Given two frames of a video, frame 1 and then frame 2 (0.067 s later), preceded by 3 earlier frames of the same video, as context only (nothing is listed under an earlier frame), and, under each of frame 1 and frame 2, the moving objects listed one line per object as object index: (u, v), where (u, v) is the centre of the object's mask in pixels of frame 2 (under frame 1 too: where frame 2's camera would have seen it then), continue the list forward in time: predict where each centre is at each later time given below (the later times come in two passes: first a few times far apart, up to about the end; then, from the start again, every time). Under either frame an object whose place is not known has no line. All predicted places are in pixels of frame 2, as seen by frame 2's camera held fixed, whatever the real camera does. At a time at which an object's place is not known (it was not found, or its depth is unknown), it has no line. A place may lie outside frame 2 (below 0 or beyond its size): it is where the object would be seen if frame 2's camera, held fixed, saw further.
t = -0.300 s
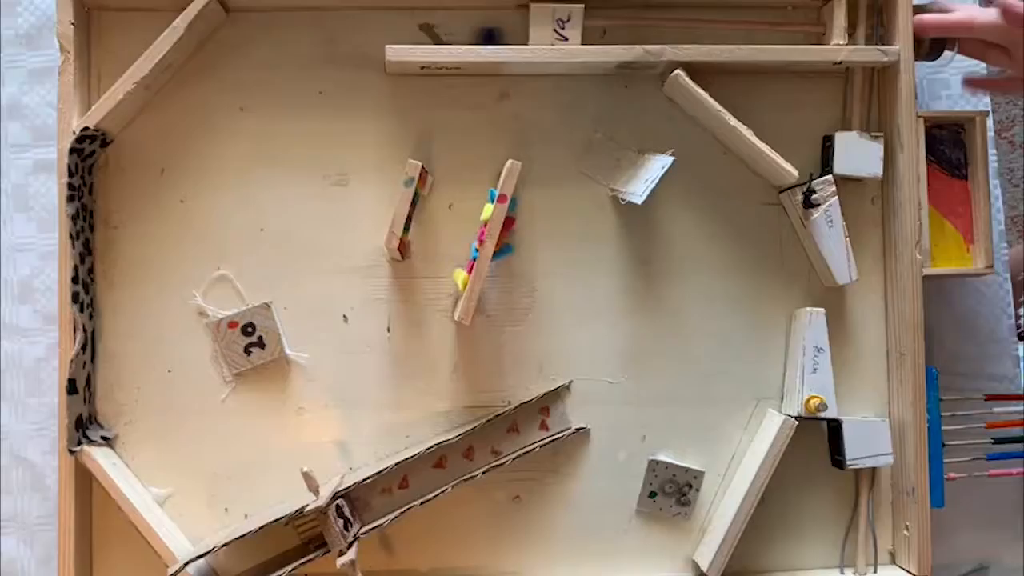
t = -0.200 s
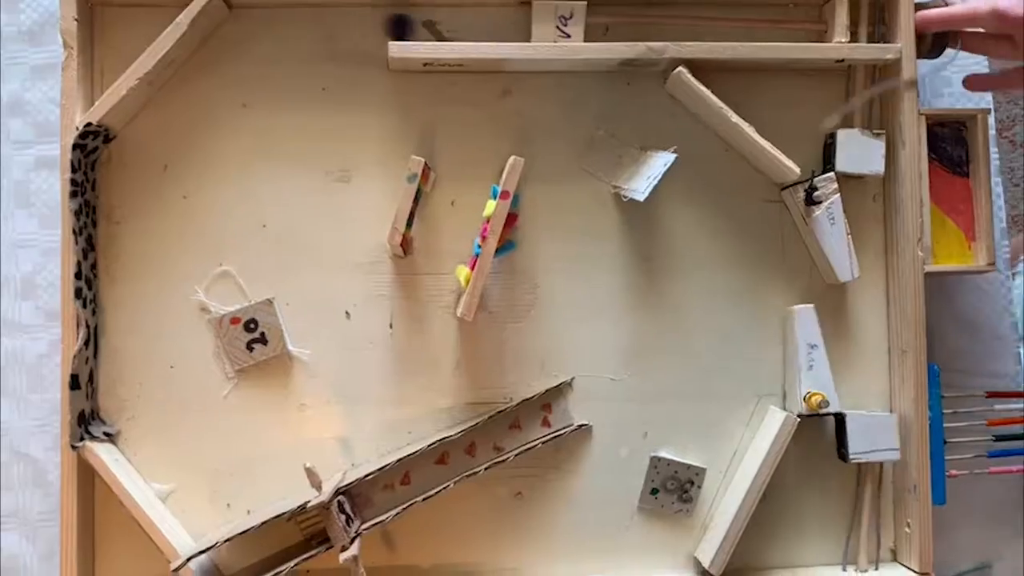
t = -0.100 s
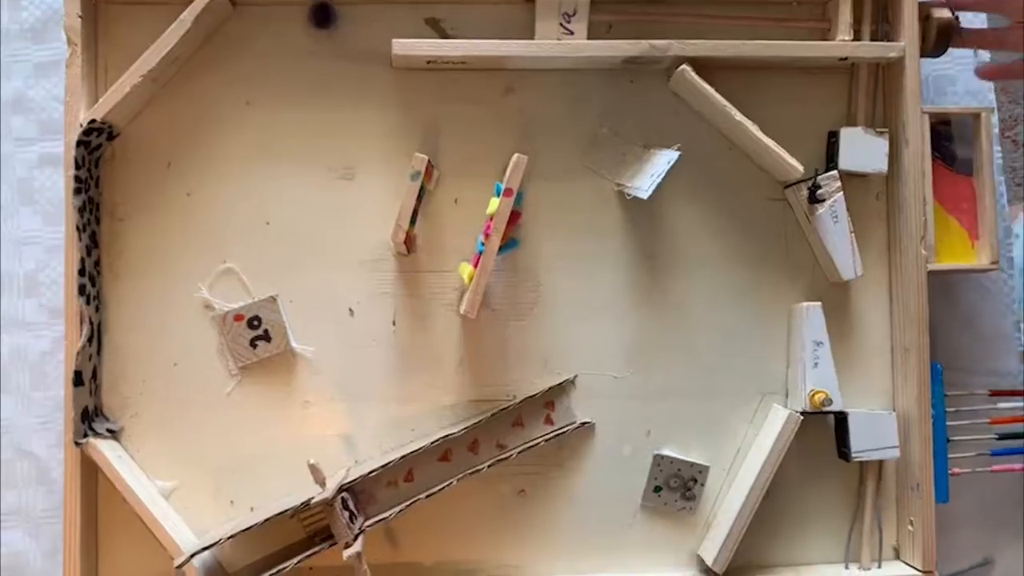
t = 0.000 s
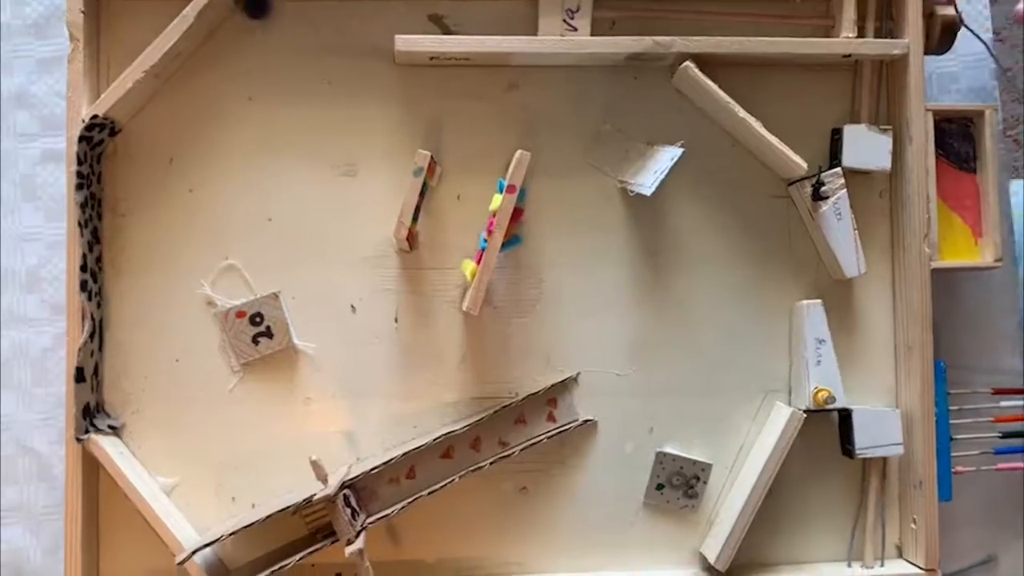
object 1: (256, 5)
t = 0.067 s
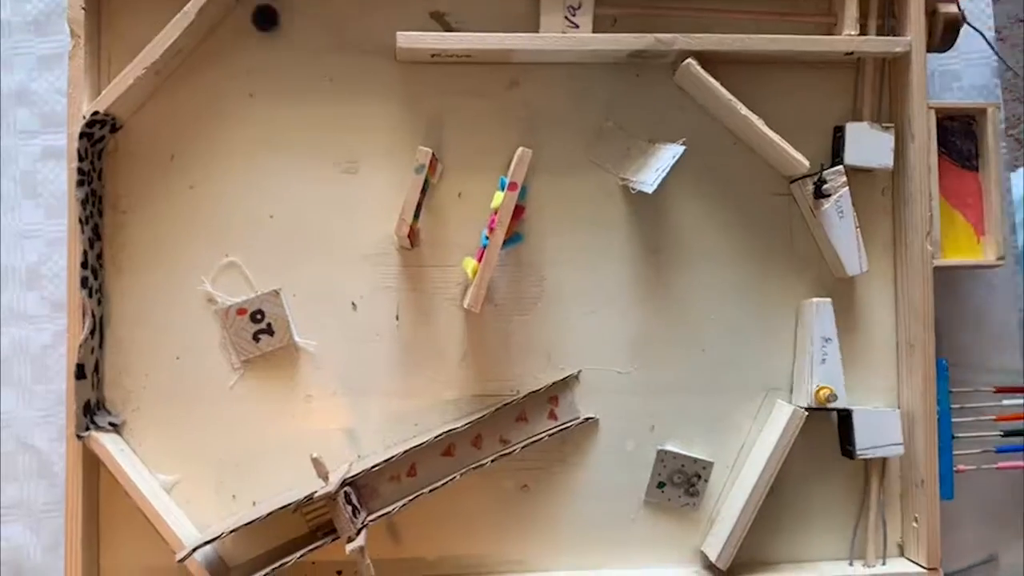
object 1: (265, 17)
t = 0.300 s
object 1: (342, 82)
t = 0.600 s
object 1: (488, 170)
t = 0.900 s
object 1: (480, 203)
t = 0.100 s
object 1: (273, 27)
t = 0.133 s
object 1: (282, 36)
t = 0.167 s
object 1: (293, 45)
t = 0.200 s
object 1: (304, 54)
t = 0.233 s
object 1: (315, 64)
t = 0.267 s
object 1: (328, 73)
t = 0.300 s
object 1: (342, 82)
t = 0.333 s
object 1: (356, 92)
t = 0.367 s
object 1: (372, 102)
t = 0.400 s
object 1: (388, 112)
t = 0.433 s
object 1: (405, 123)
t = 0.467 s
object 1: (425, 134)
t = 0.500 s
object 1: (443, 145)
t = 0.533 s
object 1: (464, 155)
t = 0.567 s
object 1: (485, 164)
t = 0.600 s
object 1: (488, 170)
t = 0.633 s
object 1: (479, 174)
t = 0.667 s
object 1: (474, 178)
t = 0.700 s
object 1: (470, 181)
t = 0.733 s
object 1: (467, 185)
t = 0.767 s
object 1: (467, 188)
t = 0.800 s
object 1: (468, 192)
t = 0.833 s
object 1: (471, 195)
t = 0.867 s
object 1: (475, 199)
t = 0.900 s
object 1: (480, 203)
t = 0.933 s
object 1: (483, 206)
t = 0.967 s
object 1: (486, 209)
